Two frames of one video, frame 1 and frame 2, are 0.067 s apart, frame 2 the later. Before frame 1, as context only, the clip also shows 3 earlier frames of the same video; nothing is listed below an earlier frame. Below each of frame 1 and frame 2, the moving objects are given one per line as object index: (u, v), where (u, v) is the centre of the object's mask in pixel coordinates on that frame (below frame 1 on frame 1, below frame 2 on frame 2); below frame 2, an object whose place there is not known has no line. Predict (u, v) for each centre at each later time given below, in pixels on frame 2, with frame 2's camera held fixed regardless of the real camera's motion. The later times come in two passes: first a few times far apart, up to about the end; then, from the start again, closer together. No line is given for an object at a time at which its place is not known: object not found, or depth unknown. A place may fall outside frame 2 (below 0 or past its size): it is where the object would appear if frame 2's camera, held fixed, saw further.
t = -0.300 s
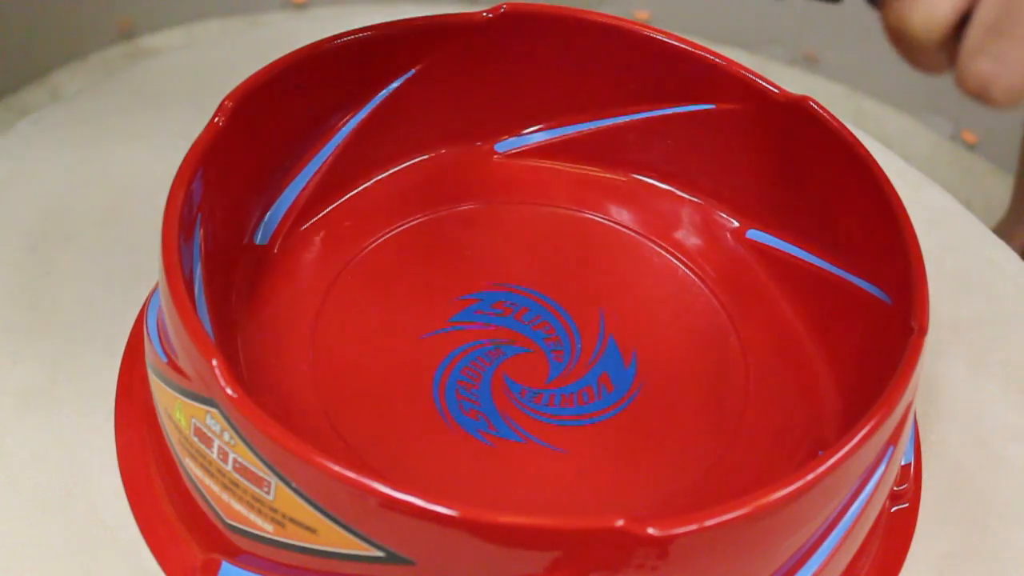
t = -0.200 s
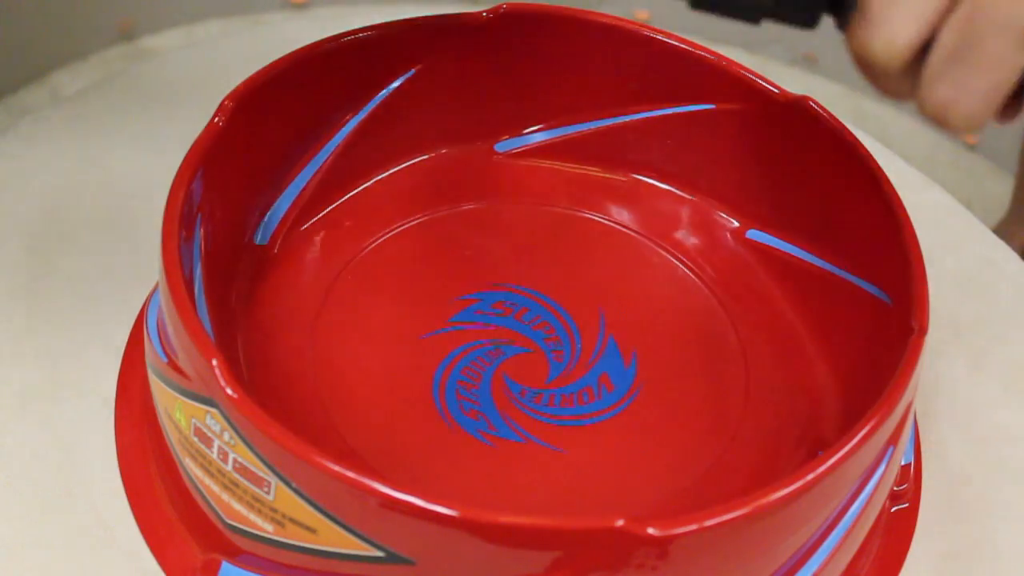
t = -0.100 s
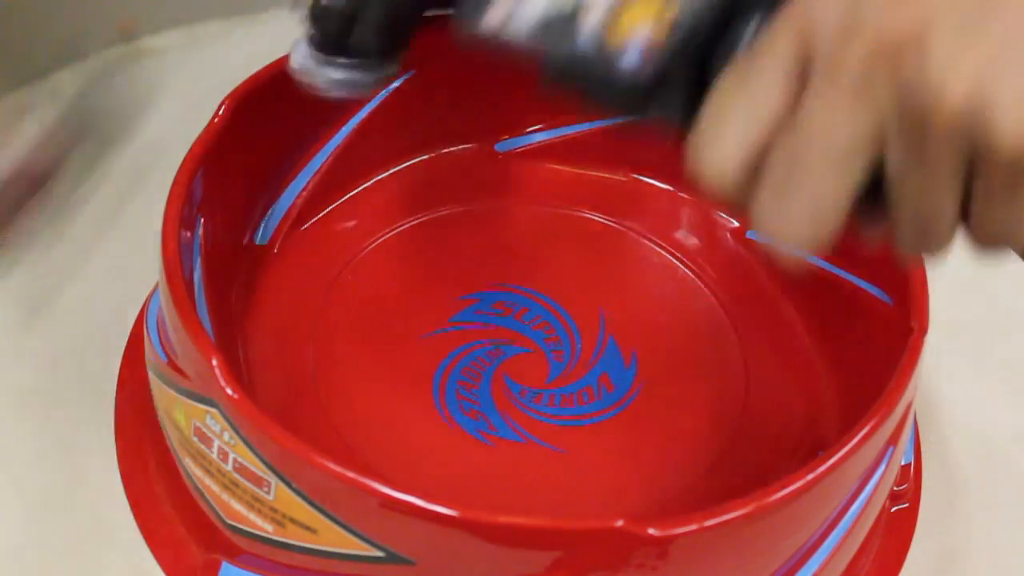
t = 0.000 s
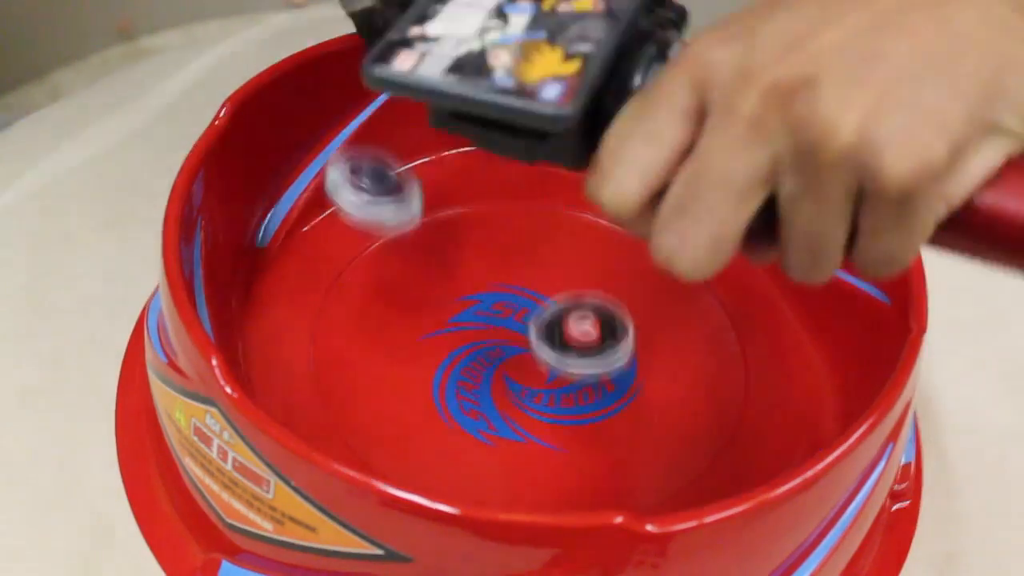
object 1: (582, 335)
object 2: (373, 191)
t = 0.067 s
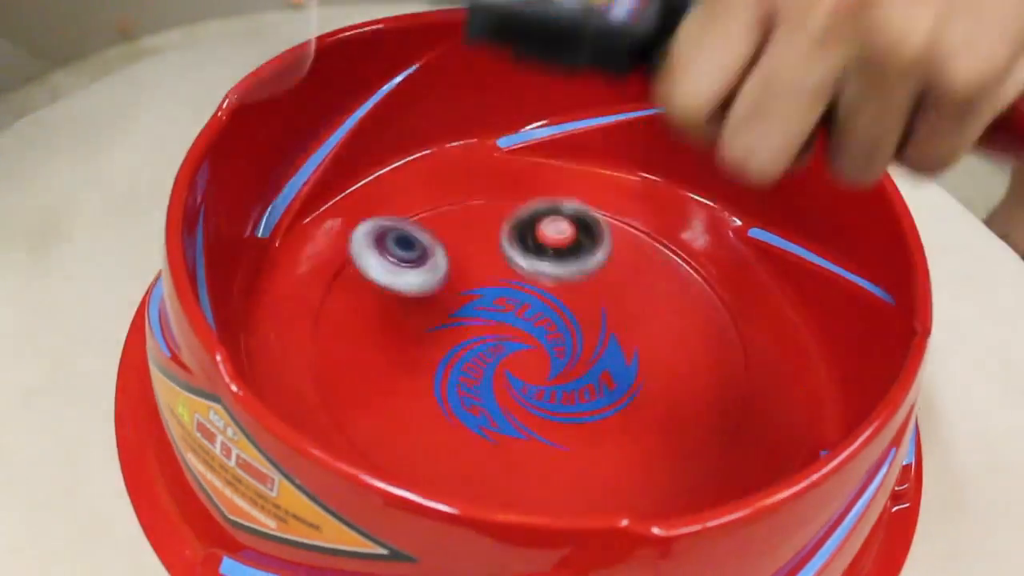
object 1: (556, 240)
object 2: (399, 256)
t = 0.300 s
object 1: (453, 224)
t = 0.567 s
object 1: (400, 311)
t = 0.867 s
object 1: (665, 482)
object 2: (544, 197)
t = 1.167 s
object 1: (580, 170)
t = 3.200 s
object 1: (554, 430)
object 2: (519, 147)
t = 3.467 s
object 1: (644, 257)
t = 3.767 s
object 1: (296, 355)
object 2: (781, 309)
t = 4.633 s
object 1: (636, 491)
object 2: (725, 448)
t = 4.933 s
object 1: (558, 209)
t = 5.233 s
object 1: (332, 358)
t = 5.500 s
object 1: (771, 374)
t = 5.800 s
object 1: (609, 171)
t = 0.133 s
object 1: (520, 218)
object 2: (441, 292)
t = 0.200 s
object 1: (477, 274)
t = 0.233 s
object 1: (467, 258)
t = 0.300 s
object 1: (453, 224)
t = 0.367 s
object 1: (440, 211)
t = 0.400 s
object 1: (434, 215)
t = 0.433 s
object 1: (427, 222)
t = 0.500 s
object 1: (413, 257)
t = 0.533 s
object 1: (406, 281)
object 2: (698, 423)
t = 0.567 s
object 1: (400, 311)
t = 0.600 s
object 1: (397, 346)
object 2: (695, 388)
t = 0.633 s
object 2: (686, 368)
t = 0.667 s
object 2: (674, 345)
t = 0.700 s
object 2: (658, 320)
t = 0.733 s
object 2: (640, 295)
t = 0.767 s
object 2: (620, 269)
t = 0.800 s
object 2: (597, 244)
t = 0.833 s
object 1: (642, 497)
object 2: (571, 219)
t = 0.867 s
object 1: (665, 482)
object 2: (544, 197)
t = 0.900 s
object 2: (515, 181)
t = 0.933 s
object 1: (701, 431)
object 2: (485, 177)
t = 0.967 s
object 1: (711, 391)
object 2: (457, 180)
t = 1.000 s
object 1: (715, 345)
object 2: (431, 187)
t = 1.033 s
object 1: (712, 296)
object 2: (410, 203)
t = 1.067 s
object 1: (699, 246)
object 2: (394, 232)
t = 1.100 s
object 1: (670, 199)
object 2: (385, 263)
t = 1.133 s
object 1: (634, 172)
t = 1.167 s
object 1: (580, 170)
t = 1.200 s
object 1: (519, 174)
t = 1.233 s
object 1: (455, 184)
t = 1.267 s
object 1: (393, 200)
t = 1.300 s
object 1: (331, 229)
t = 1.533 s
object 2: (729, 384)
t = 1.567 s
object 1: (717, 432)
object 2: (724, 349)
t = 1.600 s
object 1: (746, 390)
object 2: (716, 317)
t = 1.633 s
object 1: (789, 392)
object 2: (696, 250)
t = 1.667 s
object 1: (781, 401)
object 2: (661, 164)
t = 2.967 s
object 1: (256, 287)
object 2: (772, 433)
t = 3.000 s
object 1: (271, 307)
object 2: (806, 392)
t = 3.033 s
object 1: (295, 343)
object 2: (784, 340)
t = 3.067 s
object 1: (336, 363)
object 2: (756, 273)
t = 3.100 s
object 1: (378, 384)
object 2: (725, 213)
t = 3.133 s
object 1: (429, 405)
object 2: (669, 168)
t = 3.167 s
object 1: (488, 420)
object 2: (598, 148)
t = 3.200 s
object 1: (554, 430)
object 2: (519, 147)
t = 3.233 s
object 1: (626, 427)
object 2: (458, 147)
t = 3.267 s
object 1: (691, 415)
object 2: (401, 173)
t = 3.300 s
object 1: (746, 393)
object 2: (352, 201)
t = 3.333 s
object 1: (787, 355)
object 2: (311, 241)
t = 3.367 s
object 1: (790, 330)
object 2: (283, 280)
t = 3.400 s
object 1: (744, 310)
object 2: (313, 335)
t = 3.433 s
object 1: (695, 285)
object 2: (353, 397)
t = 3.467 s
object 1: (644, 257)
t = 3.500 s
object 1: (586, 224)
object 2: (486, 475)
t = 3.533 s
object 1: (527, 197)
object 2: (563, 490)
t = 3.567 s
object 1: (463, 172)
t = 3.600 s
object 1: (402, 156)
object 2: (684, 484)
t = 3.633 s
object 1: (369, 179)
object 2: (724, 460)
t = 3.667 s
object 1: (339, 225)
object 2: (751, 424)
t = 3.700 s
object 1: (313, 263)
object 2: (769, 386)
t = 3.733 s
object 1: (293, 309)
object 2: (785, 346)
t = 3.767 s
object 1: (296, 355)
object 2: (781, 309)
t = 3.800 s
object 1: (345, 405)
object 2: (751, 276)
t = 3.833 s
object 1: (403, 444)
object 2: (720, 244)
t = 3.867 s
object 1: (471, 475)
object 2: (689, 212)
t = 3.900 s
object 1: (548, 488)
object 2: (656, 184)
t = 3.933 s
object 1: (627, 493)
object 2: (616, 170)
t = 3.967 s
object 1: (692, 479)
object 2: (571, 165)
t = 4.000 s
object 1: (742, 448)
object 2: (527, 162)
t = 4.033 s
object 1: (780, 399)
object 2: (481, 159)
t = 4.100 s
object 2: (400, 173)
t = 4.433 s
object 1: (286, 296)
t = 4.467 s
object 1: (297, 358)
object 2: (491, 485)
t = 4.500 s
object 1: (327, 409)
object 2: (545, 493)
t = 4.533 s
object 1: (385, 446)
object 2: (603, 497)
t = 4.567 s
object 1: (467, 469)
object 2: (655, 496)
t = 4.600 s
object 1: (555, 484)
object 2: (686, 479)
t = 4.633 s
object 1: (636, 491)
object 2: (725, 448)
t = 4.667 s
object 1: (669, 479)
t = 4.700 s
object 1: (683, 445)
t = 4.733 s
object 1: (689, 412)
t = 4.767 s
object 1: (701, 365)
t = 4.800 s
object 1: (701, 321)
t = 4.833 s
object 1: (684, 277)
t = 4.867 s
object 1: (650, 249)
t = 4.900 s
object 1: (603, 229)
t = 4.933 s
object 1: (558, 209)
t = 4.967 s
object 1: (500, 198)
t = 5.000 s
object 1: (435, 195)
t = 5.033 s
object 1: (380, 196)
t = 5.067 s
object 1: (324, 214)
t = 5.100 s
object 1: (294, 236)
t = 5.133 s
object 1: (294, 269)
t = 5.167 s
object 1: (301, 294)
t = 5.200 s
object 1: (314, 325)
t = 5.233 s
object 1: (332, 358)
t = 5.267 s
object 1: (367, 389)
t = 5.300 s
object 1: (414, 417)
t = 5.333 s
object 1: (473, 437)
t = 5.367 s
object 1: (539, 448)
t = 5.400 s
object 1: (608, 447)
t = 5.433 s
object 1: (673, 435)
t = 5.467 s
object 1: (731, 412)
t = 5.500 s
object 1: (771, 374)
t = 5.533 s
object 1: (799, 346)
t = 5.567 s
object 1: (781, 317)
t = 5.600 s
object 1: (764, 288)
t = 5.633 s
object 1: (752, 258)
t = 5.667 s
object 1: (735, 231)
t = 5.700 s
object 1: (719, 205)
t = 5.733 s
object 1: (681, 193)
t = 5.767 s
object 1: (644, 181)
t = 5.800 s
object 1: (609, 171)
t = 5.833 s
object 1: (579, 165)
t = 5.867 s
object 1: (551, 160)
